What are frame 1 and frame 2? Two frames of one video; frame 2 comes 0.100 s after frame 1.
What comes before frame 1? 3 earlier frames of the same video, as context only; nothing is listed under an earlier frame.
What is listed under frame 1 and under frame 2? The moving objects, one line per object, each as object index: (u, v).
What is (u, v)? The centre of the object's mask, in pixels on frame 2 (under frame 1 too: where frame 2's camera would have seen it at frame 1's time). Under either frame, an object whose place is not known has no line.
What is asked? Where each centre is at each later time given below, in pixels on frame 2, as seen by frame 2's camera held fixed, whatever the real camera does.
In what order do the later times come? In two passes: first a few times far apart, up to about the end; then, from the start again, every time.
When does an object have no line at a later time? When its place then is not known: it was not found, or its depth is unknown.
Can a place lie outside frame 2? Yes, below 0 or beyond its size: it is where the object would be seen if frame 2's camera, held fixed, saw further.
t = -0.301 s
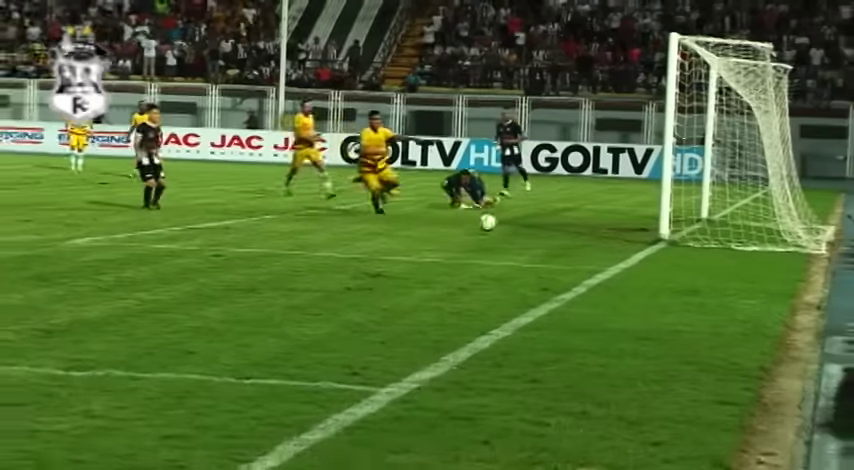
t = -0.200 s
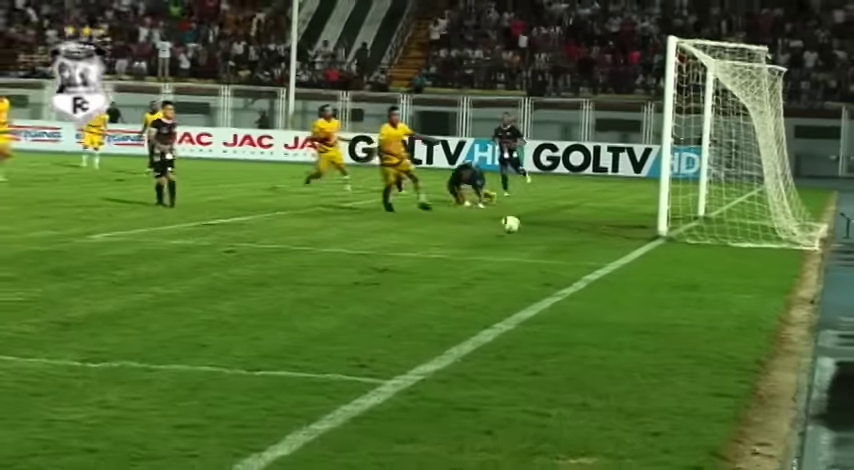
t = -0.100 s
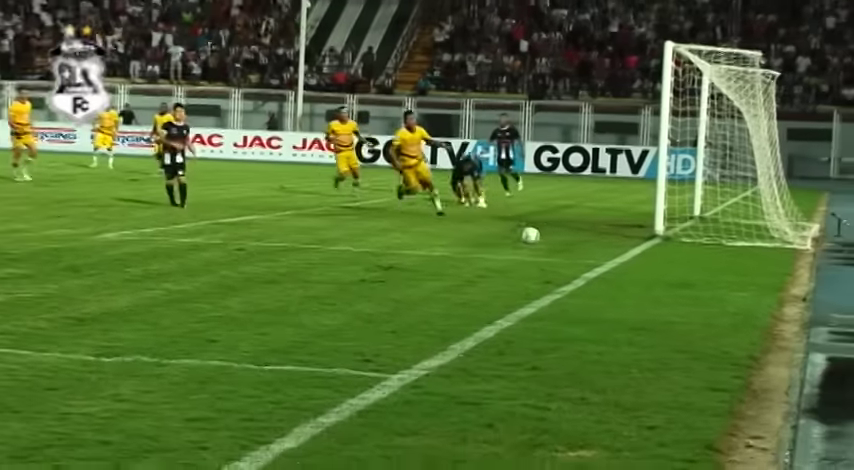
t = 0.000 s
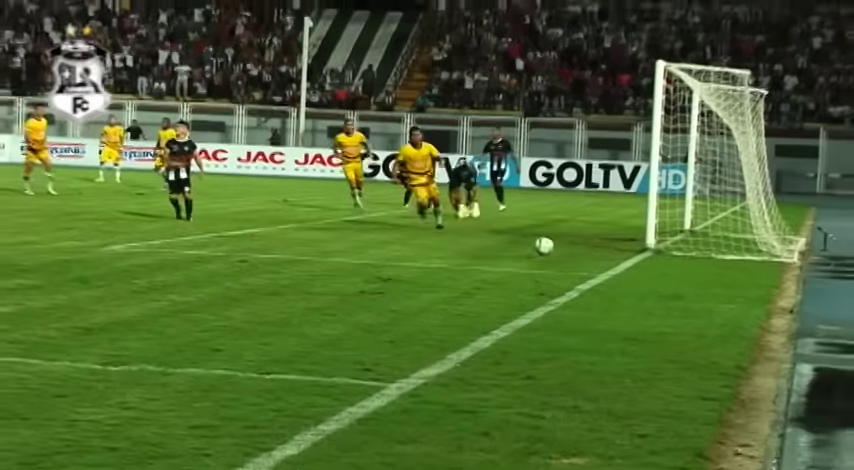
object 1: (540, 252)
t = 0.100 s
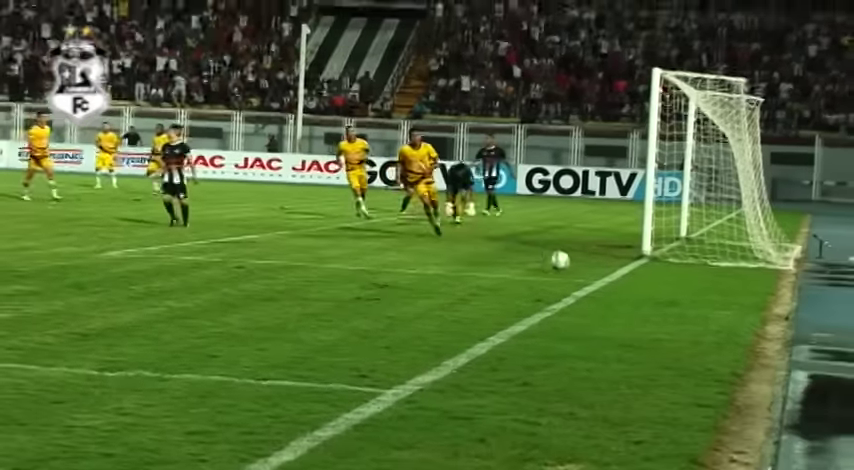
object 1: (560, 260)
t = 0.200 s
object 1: (578, 270)
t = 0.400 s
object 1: (619, 283)
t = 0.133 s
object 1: (566, 265)
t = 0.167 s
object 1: (572, 270)
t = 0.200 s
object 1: (578, 270)
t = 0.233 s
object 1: (585, 270)
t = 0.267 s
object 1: (591, 271)
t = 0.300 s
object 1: (597, 272)
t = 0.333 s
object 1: (604, 276)
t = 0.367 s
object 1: (611, 280)
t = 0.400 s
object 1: (619, 283)
